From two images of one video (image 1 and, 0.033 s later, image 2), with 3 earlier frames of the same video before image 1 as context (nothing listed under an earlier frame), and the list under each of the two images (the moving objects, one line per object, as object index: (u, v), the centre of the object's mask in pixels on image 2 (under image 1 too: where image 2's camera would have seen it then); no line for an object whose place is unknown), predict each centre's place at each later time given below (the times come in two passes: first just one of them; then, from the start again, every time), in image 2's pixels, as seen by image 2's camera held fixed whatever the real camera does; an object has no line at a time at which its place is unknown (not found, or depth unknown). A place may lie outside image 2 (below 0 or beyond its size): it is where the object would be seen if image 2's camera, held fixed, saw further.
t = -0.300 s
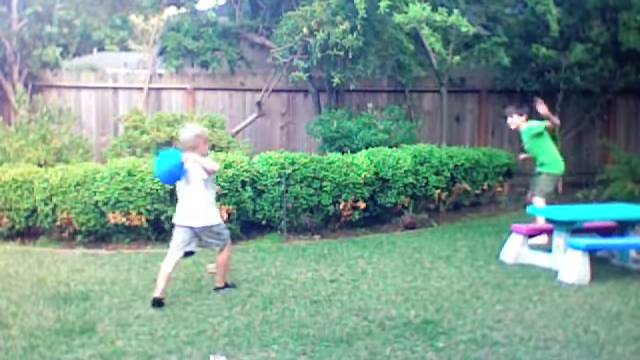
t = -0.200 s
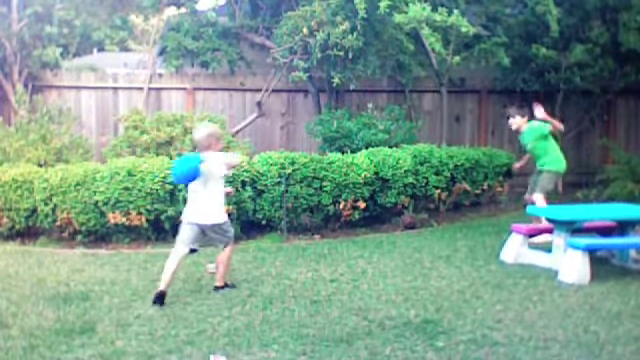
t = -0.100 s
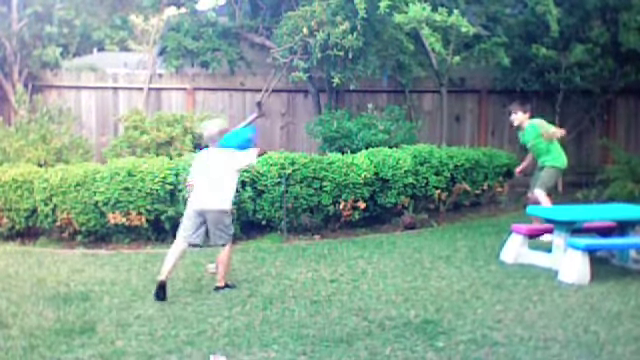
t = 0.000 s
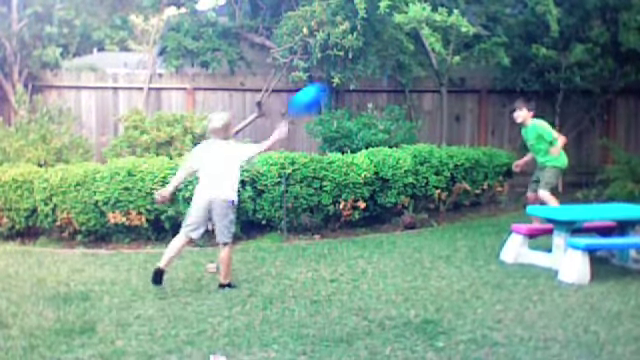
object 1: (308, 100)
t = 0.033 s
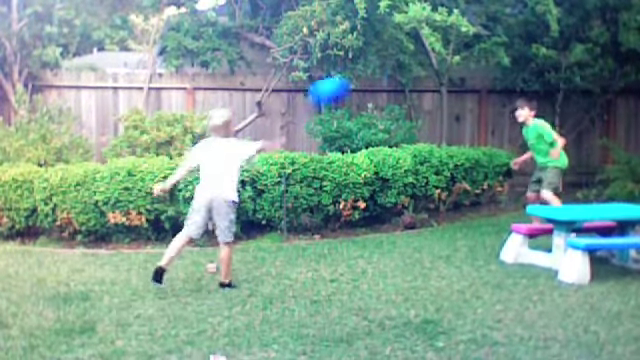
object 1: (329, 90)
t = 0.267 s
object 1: (443, 79)
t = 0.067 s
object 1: (349, 83)
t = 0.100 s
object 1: (368, 79)
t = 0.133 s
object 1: (383, 78)
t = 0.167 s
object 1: (400, 76)
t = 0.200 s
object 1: (415, 76)
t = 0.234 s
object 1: (430, 77)
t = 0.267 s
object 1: (443, 79)
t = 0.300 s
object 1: (456, 83)
